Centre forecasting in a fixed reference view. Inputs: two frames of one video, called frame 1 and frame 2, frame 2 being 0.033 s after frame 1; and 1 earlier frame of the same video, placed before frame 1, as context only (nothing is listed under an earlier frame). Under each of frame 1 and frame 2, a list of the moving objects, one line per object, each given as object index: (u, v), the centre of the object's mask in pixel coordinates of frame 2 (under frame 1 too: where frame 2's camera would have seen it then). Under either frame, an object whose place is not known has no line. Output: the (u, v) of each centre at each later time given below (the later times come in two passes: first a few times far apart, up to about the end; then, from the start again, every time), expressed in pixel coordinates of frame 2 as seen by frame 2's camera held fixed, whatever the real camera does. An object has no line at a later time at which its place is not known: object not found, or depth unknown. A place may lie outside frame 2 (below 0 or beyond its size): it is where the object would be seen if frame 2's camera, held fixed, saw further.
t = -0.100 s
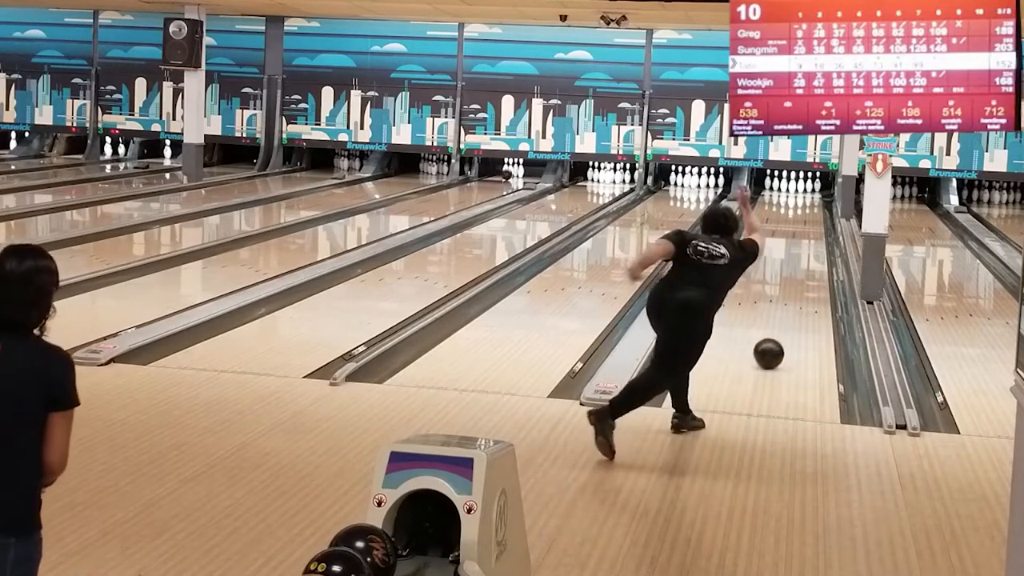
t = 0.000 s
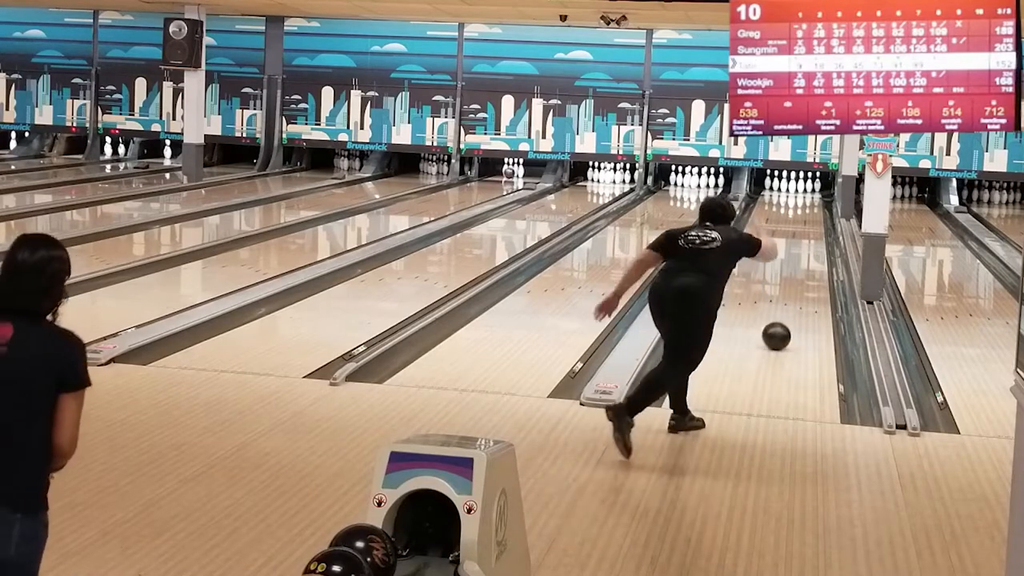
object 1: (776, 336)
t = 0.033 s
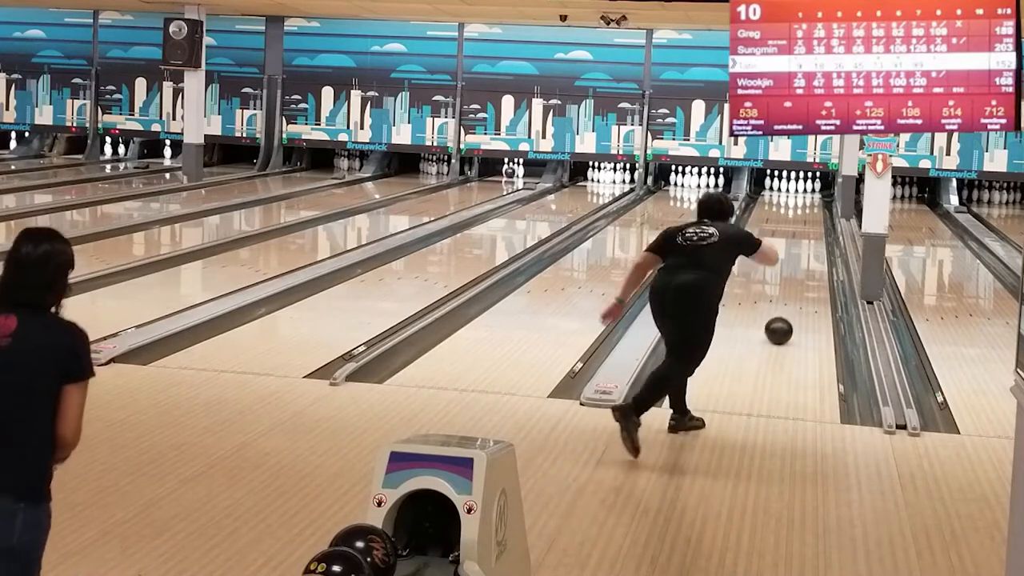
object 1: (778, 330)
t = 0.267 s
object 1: (791, 298)
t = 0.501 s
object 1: (800, 274)
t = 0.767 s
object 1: (807, 252)
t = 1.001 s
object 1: (810, 237)
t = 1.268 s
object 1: (811, 223)
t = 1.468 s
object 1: (809, 215)
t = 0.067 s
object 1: (781, 325)
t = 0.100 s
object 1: (783, 320)
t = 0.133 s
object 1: (785, 315)
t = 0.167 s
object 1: (786, 311)
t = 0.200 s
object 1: (788, 306)
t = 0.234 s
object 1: (790, 302)
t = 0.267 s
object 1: (791, 298)
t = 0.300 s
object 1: (793, 294)
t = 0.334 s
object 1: (794, 290)
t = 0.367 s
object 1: (796, 287)
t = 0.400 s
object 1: (797, 284)
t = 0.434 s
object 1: (798, 280)
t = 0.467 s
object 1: (799, 277)
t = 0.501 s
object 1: (800, 274)
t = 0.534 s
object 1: (801, 271)
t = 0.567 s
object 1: (802, 268)
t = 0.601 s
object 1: (803, 265)
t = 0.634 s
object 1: (804, 262)
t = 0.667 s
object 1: (805, 260)
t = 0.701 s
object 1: (806, 257)
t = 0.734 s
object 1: (807, 255)
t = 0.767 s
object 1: (807, 252)
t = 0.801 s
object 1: (808, 250)
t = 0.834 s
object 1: (808, 247)
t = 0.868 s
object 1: (809, 245)
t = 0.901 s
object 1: (809, 243)
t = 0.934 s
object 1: (810, 241)
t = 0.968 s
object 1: (810, 239)
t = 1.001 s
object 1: (810, 237)
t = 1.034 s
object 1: (810, 235)
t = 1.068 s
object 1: (811, 233)
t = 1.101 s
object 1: (811, 231)
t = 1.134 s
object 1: (811, 230)
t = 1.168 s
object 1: (811, 228)
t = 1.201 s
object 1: (811, 226)
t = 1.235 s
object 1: (811, 225)
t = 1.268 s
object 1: (811, 223)
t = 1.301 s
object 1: (811, 222)
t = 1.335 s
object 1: (810, 220)
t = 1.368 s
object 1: (810, 219)
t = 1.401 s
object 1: (810, 217)
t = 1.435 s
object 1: (809, 216)
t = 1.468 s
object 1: (809, 215)
